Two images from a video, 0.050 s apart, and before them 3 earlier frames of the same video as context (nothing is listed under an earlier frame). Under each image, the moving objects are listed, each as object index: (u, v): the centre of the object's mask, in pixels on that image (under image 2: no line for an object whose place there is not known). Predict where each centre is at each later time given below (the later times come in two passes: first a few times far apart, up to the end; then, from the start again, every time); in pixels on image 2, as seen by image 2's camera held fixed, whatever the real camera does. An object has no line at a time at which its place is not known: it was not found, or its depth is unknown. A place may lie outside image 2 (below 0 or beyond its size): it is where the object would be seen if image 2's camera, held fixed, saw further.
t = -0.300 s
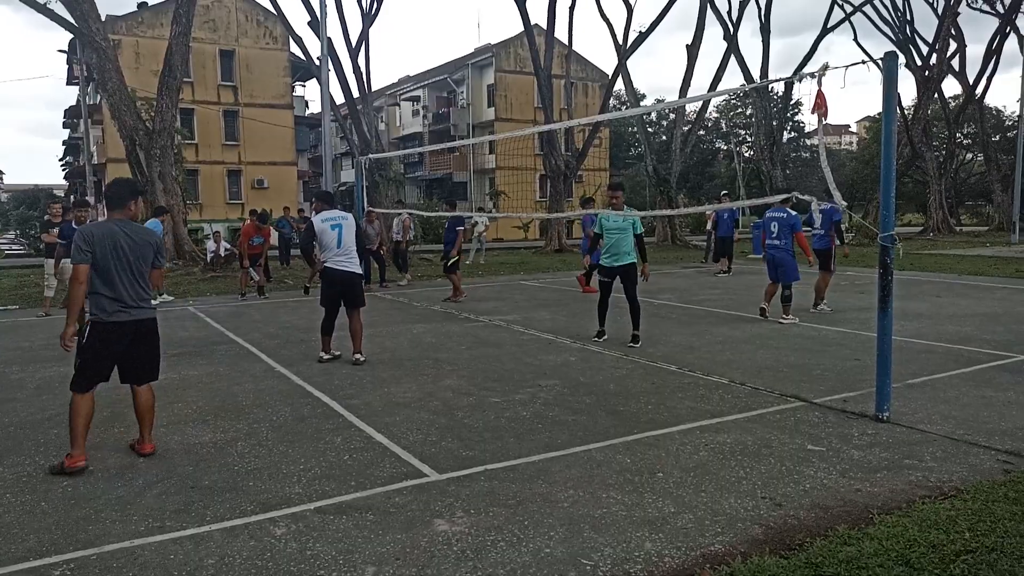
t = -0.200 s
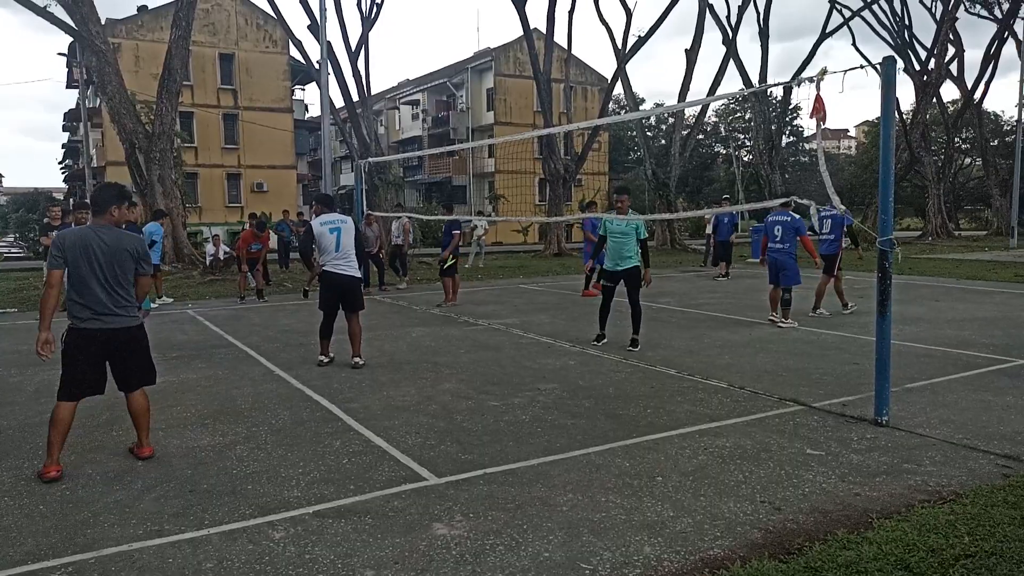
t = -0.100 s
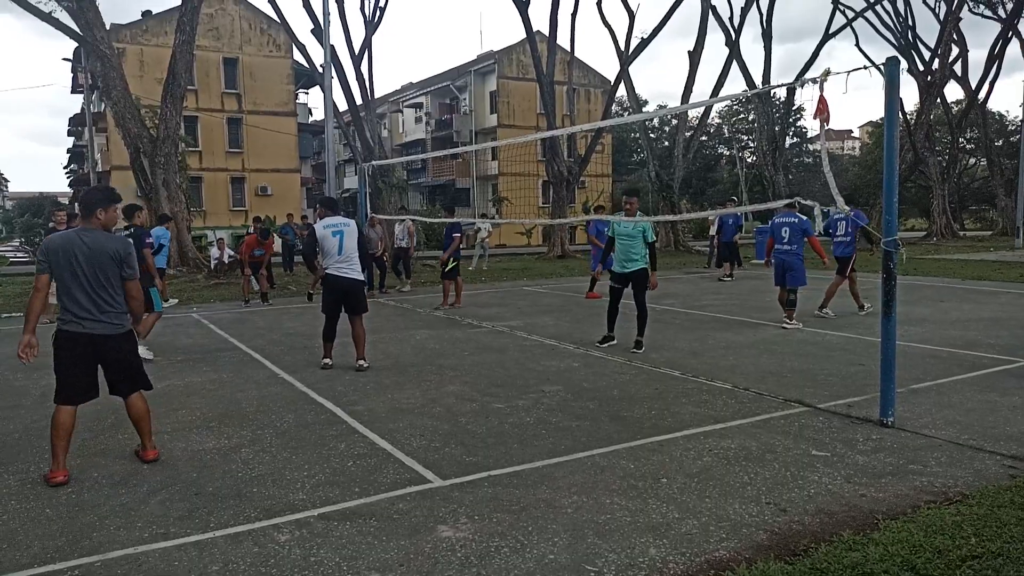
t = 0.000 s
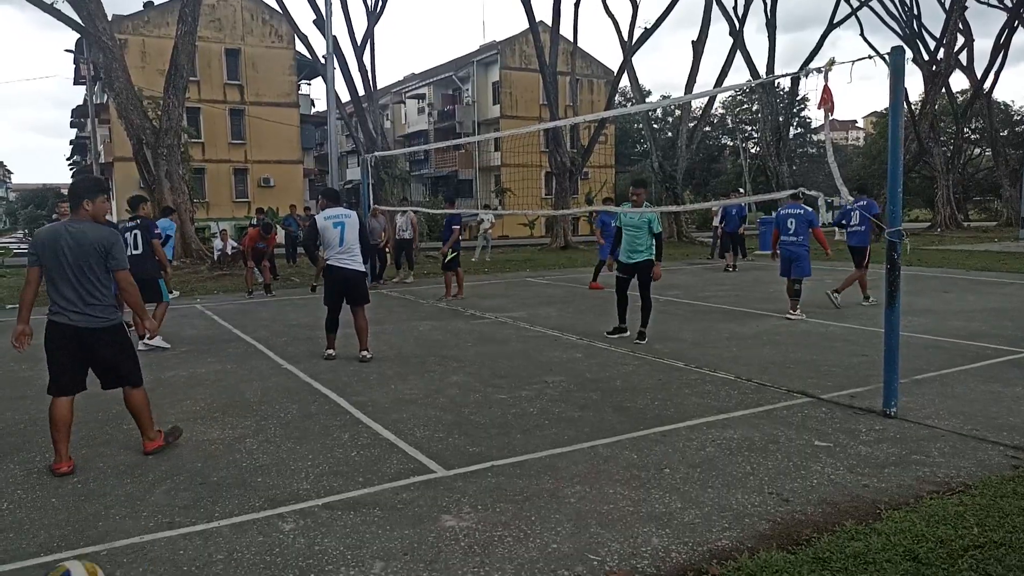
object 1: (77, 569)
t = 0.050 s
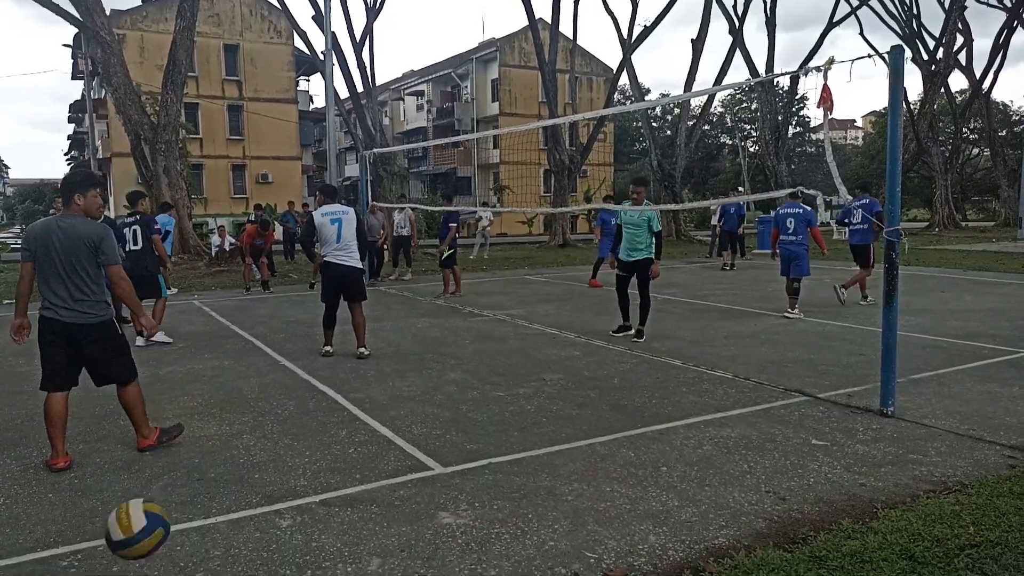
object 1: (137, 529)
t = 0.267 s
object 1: (374, 393)
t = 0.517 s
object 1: (554, 400)
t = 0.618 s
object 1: (606, 431)
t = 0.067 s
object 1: (159, 512)
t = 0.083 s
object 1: (181, 497)
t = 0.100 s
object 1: (200, 482)
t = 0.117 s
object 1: (220, 469)
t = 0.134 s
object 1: (239, 456)
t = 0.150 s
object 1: (259, 445)
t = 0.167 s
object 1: (277, 435)
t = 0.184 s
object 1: (294, 426)
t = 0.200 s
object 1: (312, 417)
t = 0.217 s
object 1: (329, 411)
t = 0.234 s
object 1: (345, 405)
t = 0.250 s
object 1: (360, 399)
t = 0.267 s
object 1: (374, 393)
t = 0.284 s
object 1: (389, 390)
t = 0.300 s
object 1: (404, 387)
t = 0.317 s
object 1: (417, 385)
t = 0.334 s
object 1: (430, 382)
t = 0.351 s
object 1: (443, 381)
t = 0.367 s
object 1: (456, 381)
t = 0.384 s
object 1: (468, 381)
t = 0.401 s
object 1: (479, 382)
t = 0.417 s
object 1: (490, 382)
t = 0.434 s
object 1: (502, 384)
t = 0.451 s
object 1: (513, 386)
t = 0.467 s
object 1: (524, 389)
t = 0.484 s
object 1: (534, 392)
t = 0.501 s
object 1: (544, 395)
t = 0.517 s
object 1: (554, 400)
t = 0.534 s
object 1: (563, 404)
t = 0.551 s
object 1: (572, 408)
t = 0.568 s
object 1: (581, 413)
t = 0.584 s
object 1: (590, 418)
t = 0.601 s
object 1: (598, 425)
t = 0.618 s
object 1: (606, 431)
